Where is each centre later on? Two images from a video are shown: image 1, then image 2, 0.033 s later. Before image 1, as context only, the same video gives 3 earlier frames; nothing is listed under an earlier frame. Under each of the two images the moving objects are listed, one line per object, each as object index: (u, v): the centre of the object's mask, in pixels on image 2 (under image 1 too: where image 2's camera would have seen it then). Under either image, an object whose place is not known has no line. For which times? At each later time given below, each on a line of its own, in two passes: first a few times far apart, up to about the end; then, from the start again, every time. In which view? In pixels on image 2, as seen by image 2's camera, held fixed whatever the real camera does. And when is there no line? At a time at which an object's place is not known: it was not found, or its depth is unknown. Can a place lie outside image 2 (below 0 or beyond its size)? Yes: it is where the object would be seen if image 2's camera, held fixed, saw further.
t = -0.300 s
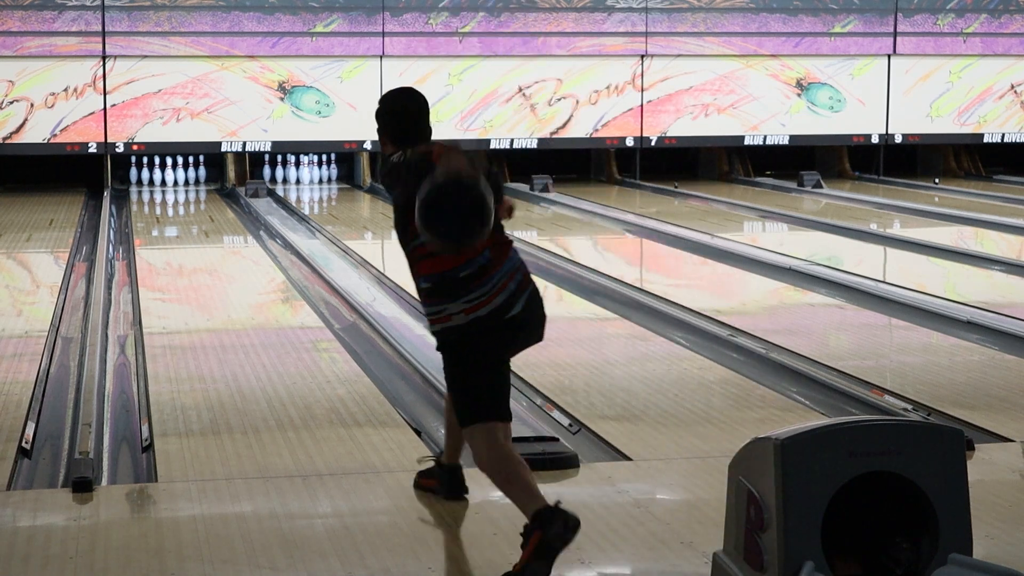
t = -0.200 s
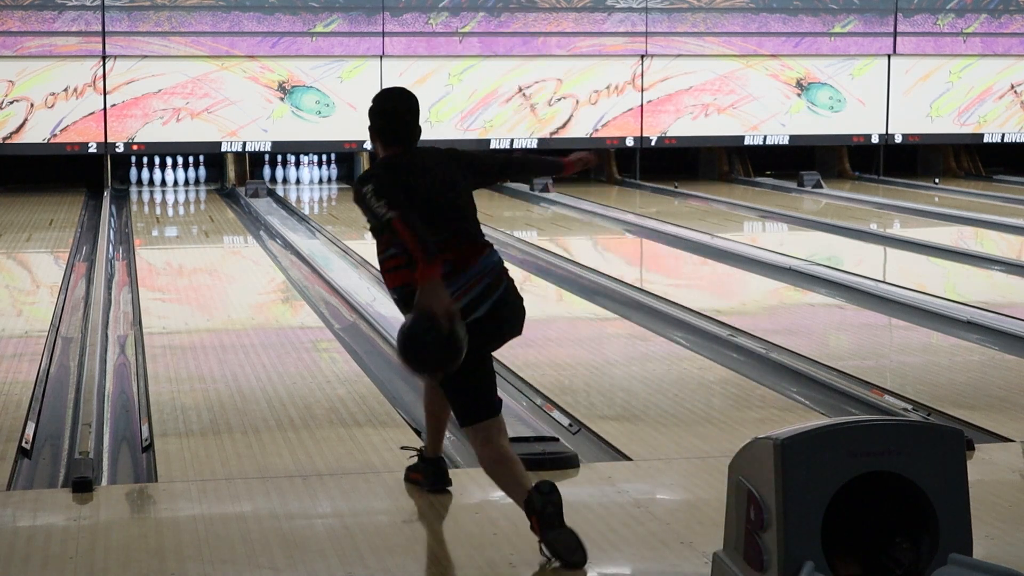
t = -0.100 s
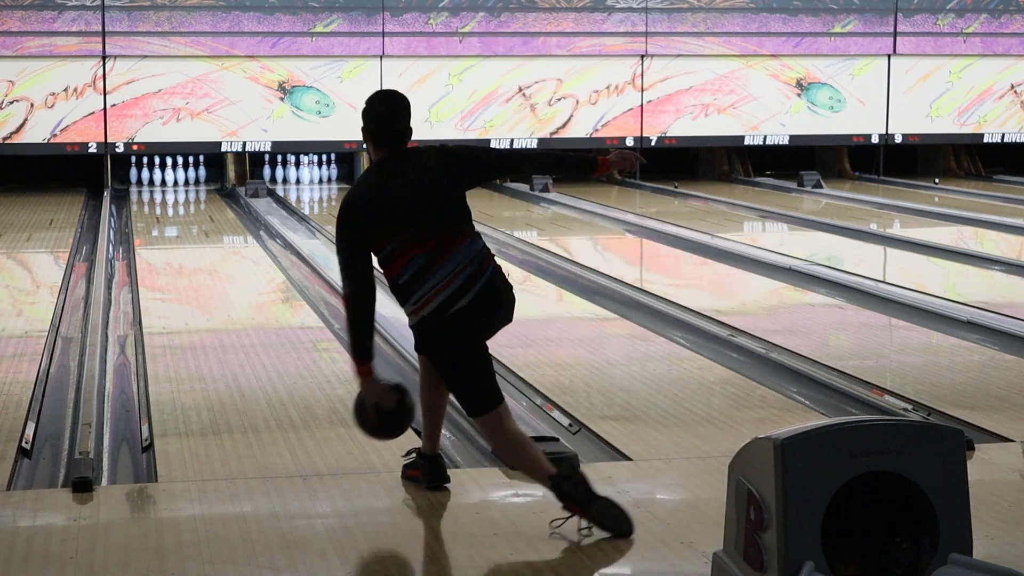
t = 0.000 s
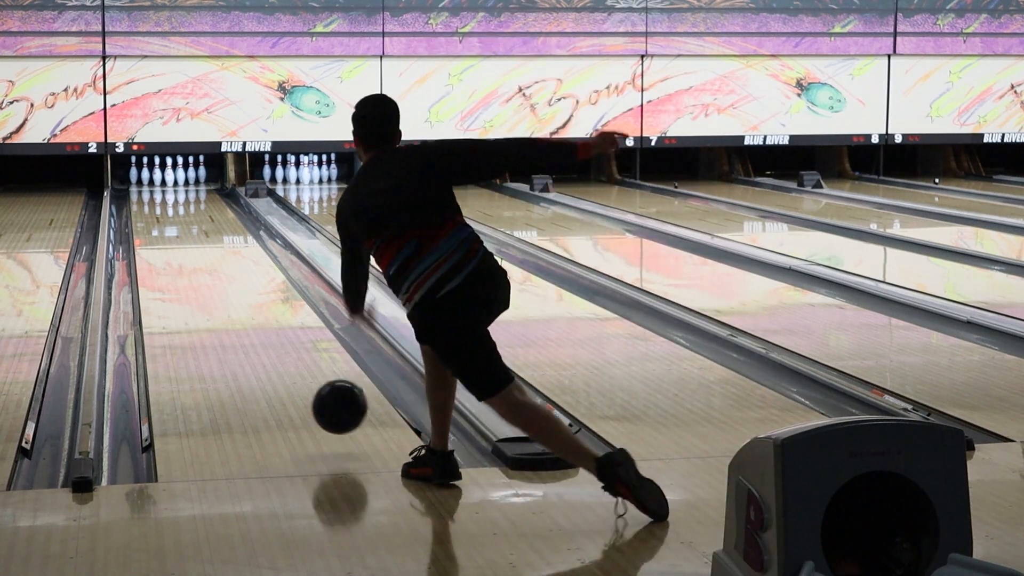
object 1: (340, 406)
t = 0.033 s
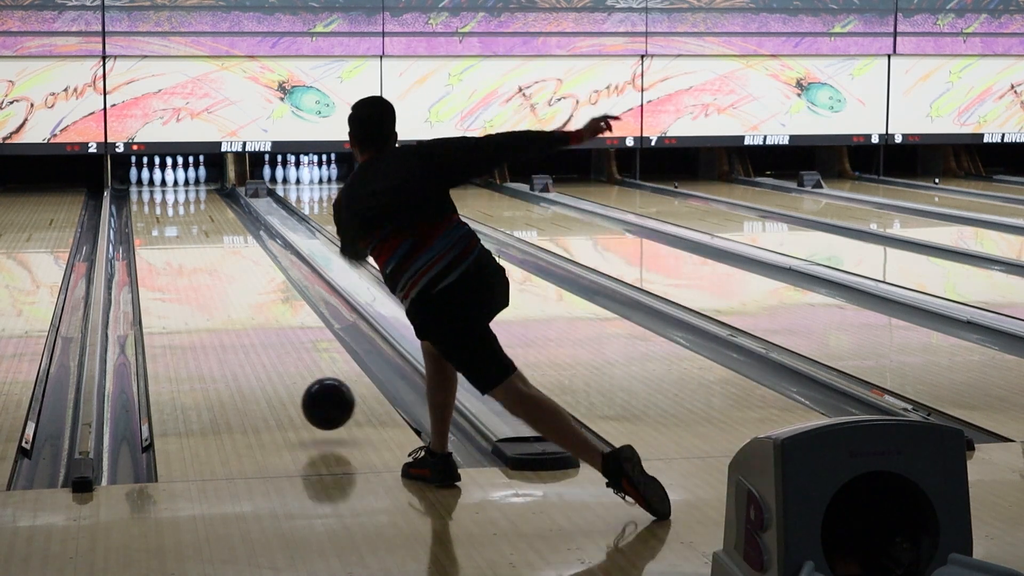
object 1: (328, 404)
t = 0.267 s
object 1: (266, 350)
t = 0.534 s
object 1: (220, 300)
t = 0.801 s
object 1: (190, 265)
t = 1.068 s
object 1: (169, 240)
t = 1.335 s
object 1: (154, 221)
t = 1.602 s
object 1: (146, 206)
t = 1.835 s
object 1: (147, 196)
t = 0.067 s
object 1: (317, 403)
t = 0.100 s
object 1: (307, 390)
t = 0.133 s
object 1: (298, 380)
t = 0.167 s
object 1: (289, 372)
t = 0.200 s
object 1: (281, 365)
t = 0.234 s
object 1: (273, 357)
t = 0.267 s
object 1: (266, 350)
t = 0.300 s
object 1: (259, 342)
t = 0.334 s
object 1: (253, 335)
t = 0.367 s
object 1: (246, 329)
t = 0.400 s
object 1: (241, 322)
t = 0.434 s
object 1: (235, 316)
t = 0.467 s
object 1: (230, 310)
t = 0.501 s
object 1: (225, 305)
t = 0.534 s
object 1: (220, 300)
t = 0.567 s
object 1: (216, 295)
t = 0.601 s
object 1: (212, 290)
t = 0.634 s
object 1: (208, 286)
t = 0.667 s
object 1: (204, 281)
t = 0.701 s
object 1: (200, 277)
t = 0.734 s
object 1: (197, 273)
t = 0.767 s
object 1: (193, 269)
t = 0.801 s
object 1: (190, 265)
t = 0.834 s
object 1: (187, 262)
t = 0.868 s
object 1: (184, 258)
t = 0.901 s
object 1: (181, 255)
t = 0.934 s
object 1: (179, 252)
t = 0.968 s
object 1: (176, 248)
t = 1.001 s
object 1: (174, 246)
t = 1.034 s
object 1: (171, 243)
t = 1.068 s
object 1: (169, 240)
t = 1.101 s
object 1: (167, 237)
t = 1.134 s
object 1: (165, 235)
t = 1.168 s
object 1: (163, 232)
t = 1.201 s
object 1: (161, 230)
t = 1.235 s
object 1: (159, 228)
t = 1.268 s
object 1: (158, 225)
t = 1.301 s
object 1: (156, 223)
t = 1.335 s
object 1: (154, 221)
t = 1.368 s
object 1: (153, 219)
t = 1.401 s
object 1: (152, 217)
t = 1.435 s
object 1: (150, 215)
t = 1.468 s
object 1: (149, 213)
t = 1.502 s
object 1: (148, 211)
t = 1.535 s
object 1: (147, 209)
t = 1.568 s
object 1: (147, 208)
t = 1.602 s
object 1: (146, 206)
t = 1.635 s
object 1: (146, 204)
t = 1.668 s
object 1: (146, 203)
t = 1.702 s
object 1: (146, 202)
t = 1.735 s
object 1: (145, 200)
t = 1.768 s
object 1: (146, 199)
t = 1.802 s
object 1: (146, 197)
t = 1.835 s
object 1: (147, 196)
